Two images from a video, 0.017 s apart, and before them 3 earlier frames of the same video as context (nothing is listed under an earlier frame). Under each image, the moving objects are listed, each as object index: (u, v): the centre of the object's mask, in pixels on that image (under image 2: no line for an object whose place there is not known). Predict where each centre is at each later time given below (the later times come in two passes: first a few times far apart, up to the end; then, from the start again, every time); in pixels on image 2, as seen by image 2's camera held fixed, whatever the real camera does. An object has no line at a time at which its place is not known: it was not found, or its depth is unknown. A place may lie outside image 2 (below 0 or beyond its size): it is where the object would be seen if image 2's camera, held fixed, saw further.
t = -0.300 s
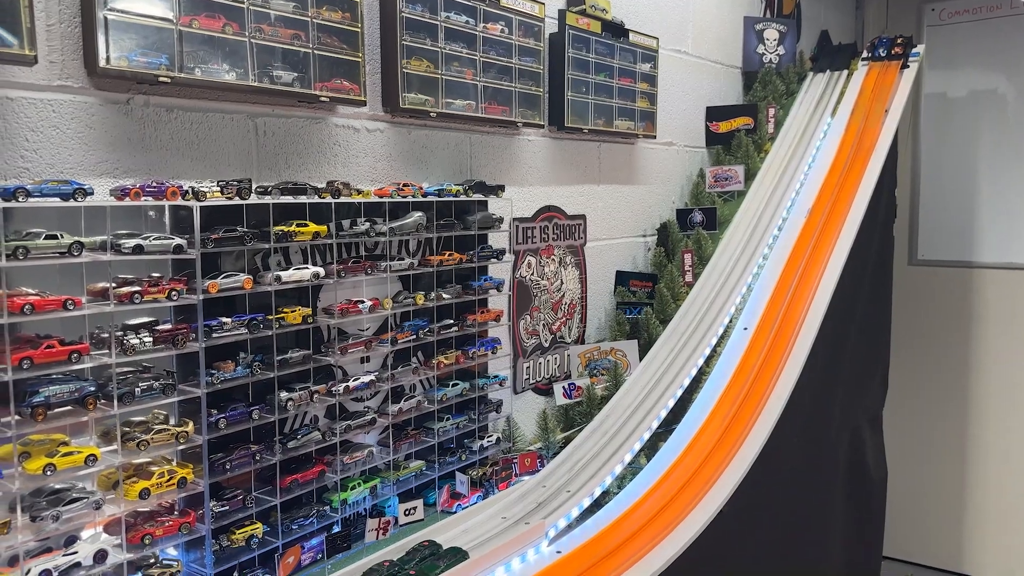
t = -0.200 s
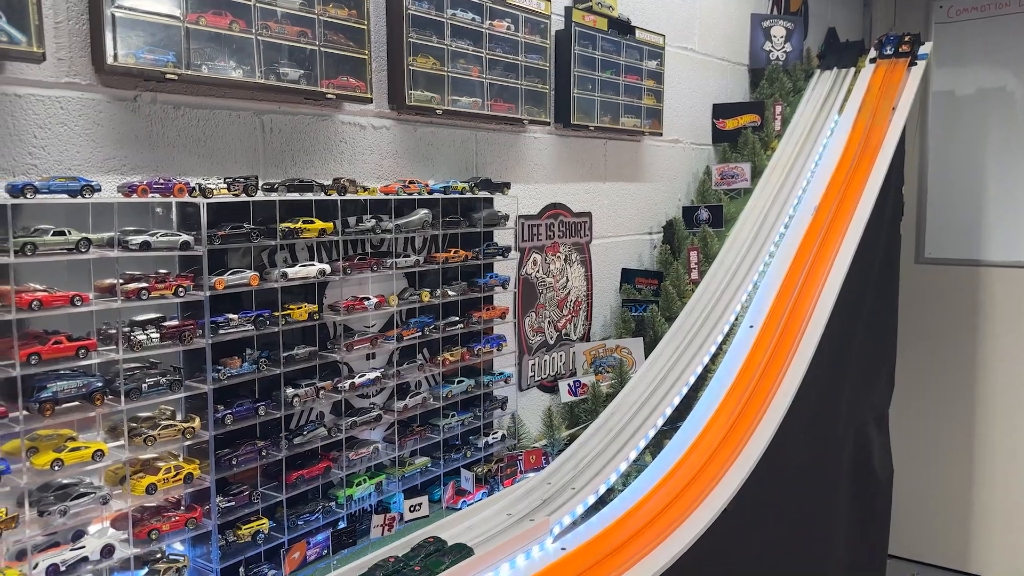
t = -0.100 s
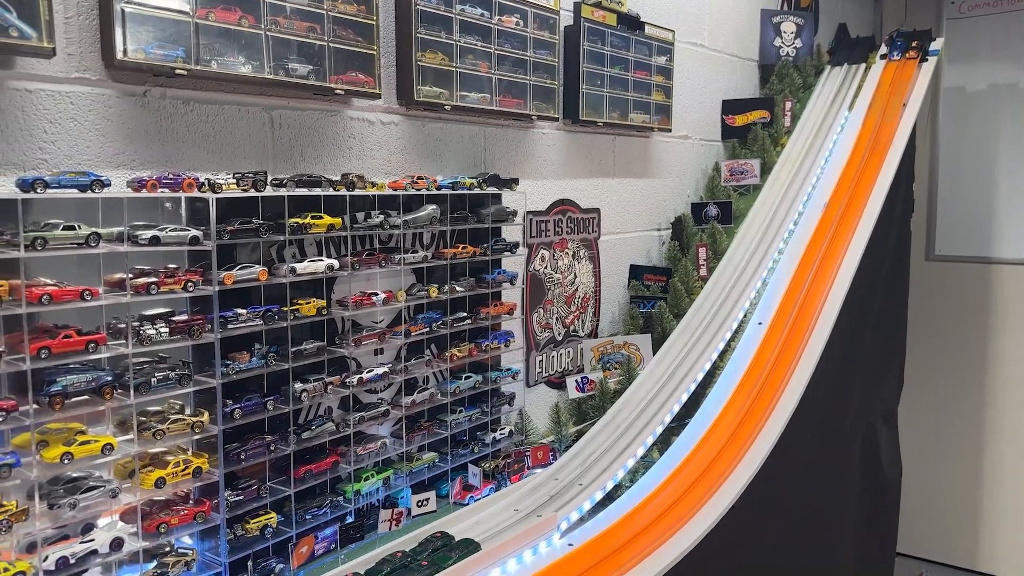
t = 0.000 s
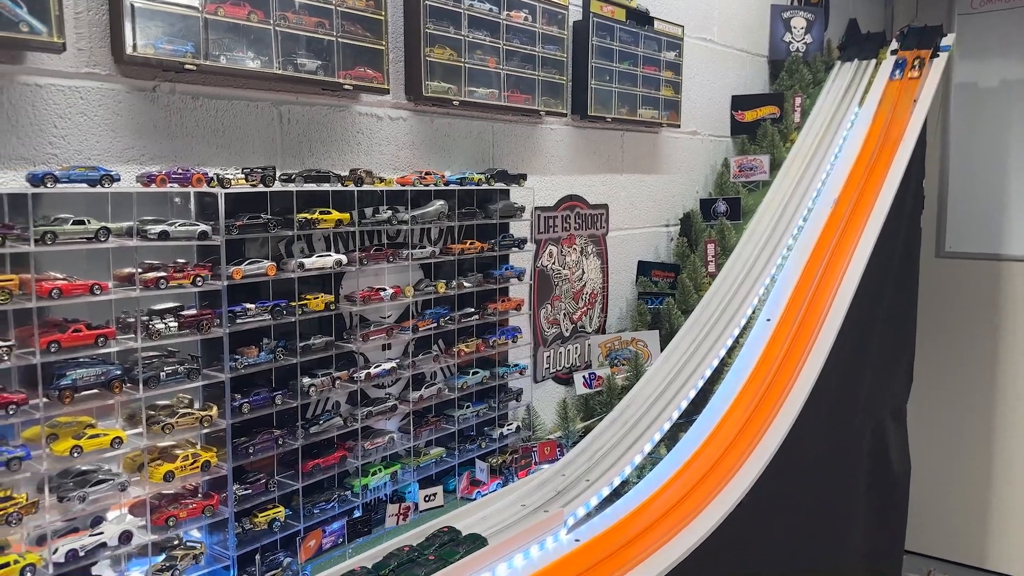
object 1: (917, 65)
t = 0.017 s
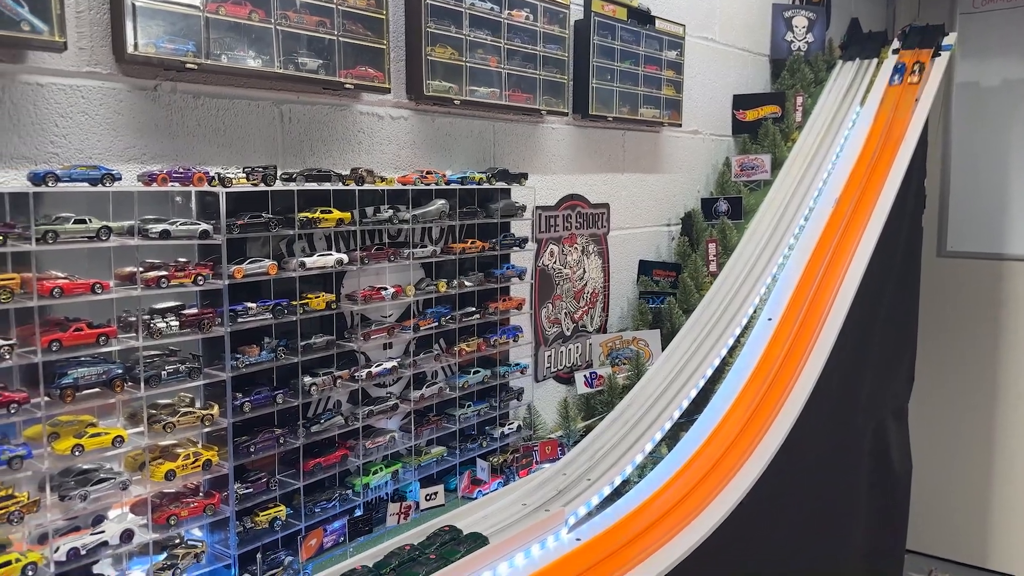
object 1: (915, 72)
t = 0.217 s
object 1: (870, 186)
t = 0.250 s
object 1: (858, 212)
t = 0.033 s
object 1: (913, 79)
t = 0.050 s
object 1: (911, 86)
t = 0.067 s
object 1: (908, 94)
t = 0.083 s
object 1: (905, 102)
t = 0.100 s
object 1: (902, 111)
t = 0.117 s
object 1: (898, 122)
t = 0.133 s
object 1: (894, 132)
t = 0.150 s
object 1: (890, 142)
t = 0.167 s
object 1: (885, 152)
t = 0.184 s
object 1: (880, 162)
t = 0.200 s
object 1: (875, 174)
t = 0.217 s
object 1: (870, 186)
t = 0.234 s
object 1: (864, 199)
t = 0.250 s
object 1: (858, 212)
